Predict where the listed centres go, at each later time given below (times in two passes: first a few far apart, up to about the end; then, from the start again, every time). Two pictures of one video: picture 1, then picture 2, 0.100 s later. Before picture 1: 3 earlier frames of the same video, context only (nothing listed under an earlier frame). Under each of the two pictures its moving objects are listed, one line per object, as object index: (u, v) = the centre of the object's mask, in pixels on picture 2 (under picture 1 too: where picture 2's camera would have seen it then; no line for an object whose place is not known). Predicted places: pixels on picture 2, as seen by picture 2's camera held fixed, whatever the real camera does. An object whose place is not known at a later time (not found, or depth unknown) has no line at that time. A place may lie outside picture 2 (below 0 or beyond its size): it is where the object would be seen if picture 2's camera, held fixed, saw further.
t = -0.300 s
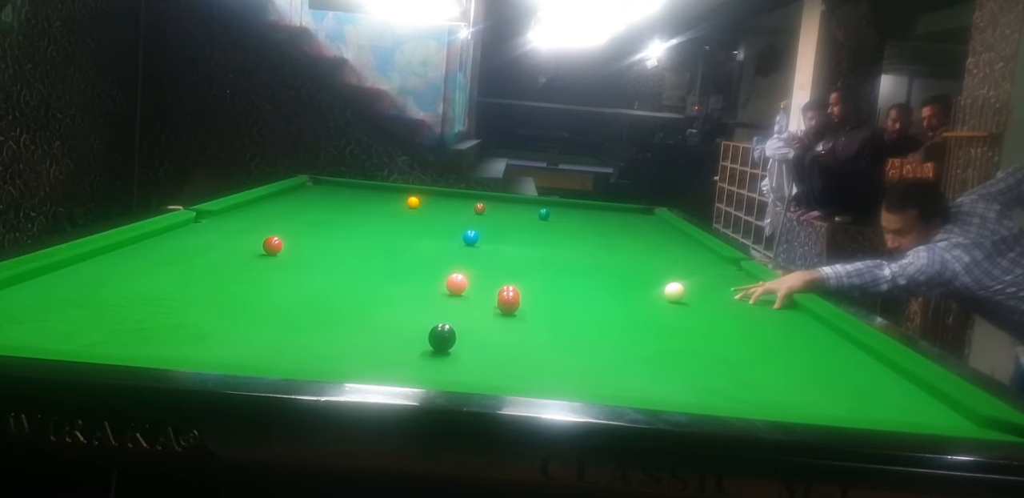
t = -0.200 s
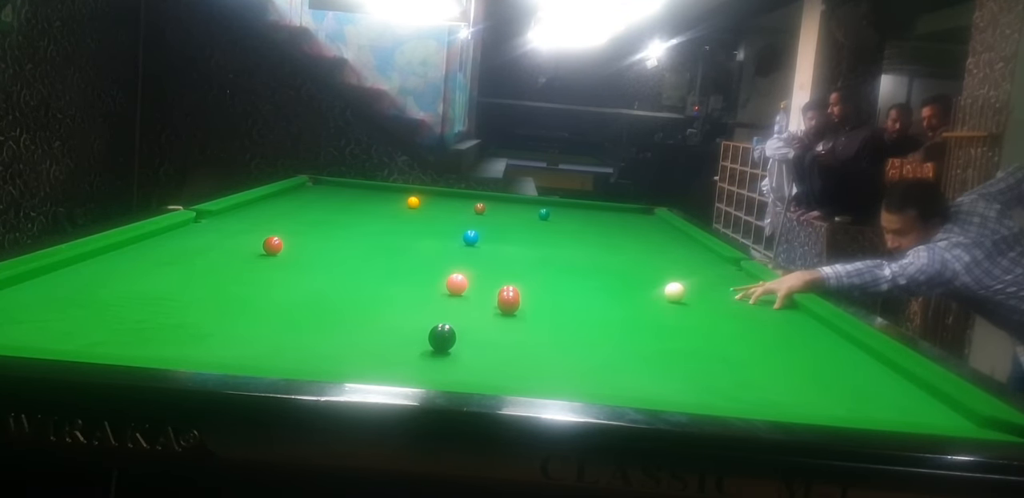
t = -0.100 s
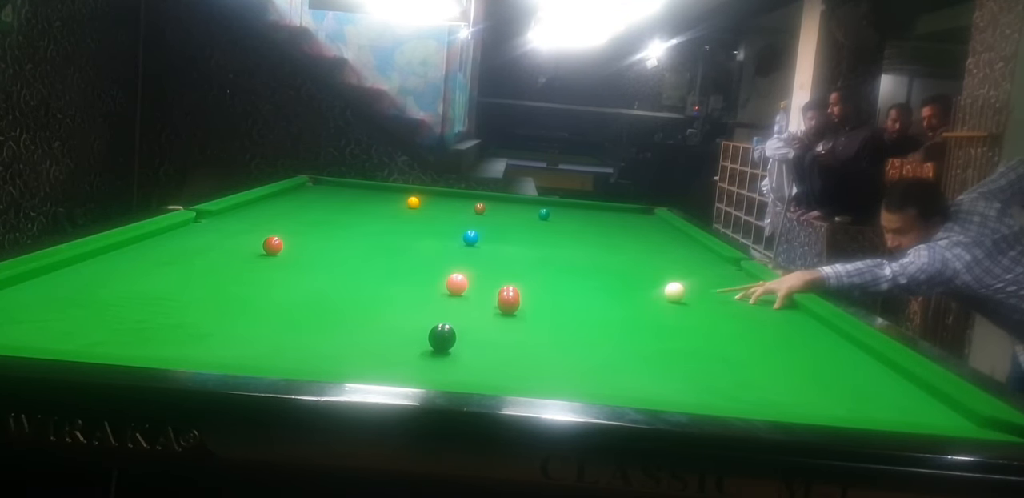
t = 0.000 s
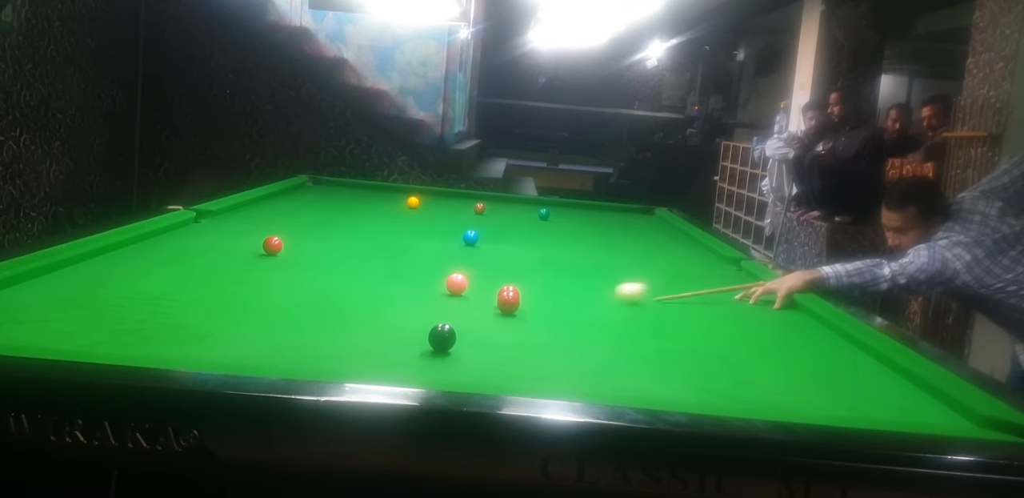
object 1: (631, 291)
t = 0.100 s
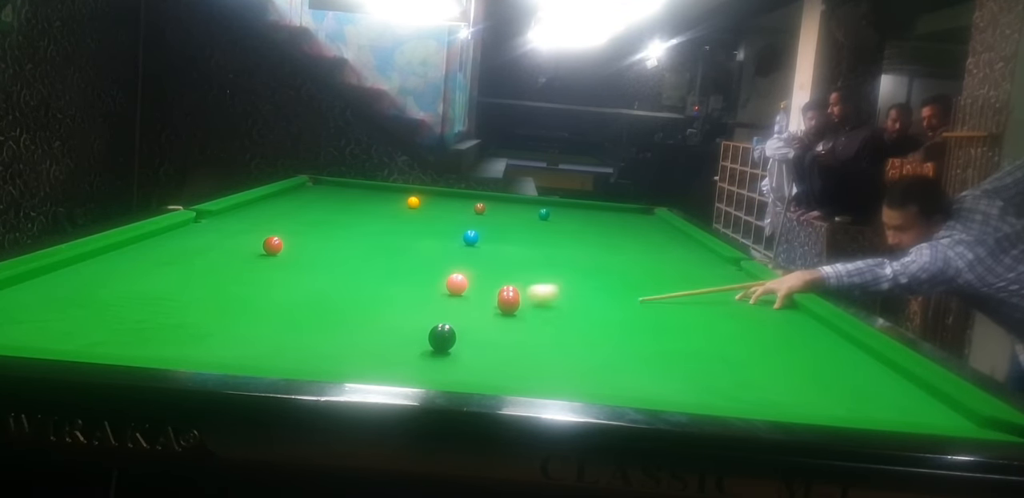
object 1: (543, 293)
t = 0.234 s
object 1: (521, 291)
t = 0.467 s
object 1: (523, 288)
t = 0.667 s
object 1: (525, 286)
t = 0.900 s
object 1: (527, 283)
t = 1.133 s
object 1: (529, 280)
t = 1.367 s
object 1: (530, 278)
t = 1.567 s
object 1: (531, 276)
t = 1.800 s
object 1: (532, 275)
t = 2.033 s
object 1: (533, 274)
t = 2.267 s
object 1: (533, 273)
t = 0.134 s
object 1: (525, 293)
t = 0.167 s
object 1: (523, 292)
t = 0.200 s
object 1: (522, 292)
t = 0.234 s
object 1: (521, 291)
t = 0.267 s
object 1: (521, 290)
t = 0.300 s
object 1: (522, 290)
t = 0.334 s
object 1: (522, 289)
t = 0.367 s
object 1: (522, 289)
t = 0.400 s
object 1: (522, 289)
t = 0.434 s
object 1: (523, 288)
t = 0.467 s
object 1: (523, 288)
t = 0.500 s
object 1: (523, 287)
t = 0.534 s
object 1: (524, 287)
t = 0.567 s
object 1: (524, 287)
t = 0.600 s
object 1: (524, 286)
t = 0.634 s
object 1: (524, 286)
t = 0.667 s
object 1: (525, 286)
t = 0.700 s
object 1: (525, 285)
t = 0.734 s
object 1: (525, 285)
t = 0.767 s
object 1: (526, 284)
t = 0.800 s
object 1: (526, 284)
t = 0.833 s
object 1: (526, 284)
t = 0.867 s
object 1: (526, 283)
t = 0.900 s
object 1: (527, 283)
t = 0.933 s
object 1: (527, 282)
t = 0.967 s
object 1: (527, 282)
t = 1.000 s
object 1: (528, 282)
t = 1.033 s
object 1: (528, 281)
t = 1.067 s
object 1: (528, 281)
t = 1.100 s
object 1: (528, 280)
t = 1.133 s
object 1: (529, 280)
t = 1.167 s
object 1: (529, 280)
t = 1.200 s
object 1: (529, 279)
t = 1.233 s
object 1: (529, 279)
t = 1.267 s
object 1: (529, 279)
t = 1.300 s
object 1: (529, 279)
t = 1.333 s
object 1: (530, 278)
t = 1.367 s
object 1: (530, 278)
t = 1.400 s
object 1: (530, 278)
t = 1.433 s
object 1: (530, 277)
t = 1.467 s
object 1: (530, 277)
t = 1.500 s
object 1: (531, 277)
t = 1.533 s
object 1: (531, 276)
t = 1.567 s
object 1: (531, 276)
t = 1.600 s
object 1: (531, 276)
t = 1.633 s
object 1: (531, 276)
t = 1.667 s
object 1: (531, 276)
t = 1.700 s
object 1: (531, 276)
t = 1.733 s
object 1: (531, 275)
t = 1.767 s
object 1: (531, 275)
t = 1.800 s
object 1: (532, 275)
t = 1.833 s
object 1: (532, 275)
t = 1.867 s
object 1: (532, 275)
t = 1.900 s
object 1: (532, 274)
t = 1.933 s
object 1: (532, 274)
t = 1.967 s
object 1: (532, 274)
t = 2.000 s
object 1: (533, 274)
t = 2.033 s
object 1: (533, 274)
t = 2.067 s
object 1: (533, 274)
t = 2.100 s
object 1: (533, 274)
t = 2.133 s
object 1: (533, 274)
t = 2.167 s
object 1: (533, 273)
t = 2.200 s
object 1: (533, 273)
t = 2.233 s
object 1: (533, 273)
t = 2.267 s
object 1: (533, 273)
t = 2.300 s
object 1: (533, 273)
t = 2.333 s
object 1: (533, 273)
